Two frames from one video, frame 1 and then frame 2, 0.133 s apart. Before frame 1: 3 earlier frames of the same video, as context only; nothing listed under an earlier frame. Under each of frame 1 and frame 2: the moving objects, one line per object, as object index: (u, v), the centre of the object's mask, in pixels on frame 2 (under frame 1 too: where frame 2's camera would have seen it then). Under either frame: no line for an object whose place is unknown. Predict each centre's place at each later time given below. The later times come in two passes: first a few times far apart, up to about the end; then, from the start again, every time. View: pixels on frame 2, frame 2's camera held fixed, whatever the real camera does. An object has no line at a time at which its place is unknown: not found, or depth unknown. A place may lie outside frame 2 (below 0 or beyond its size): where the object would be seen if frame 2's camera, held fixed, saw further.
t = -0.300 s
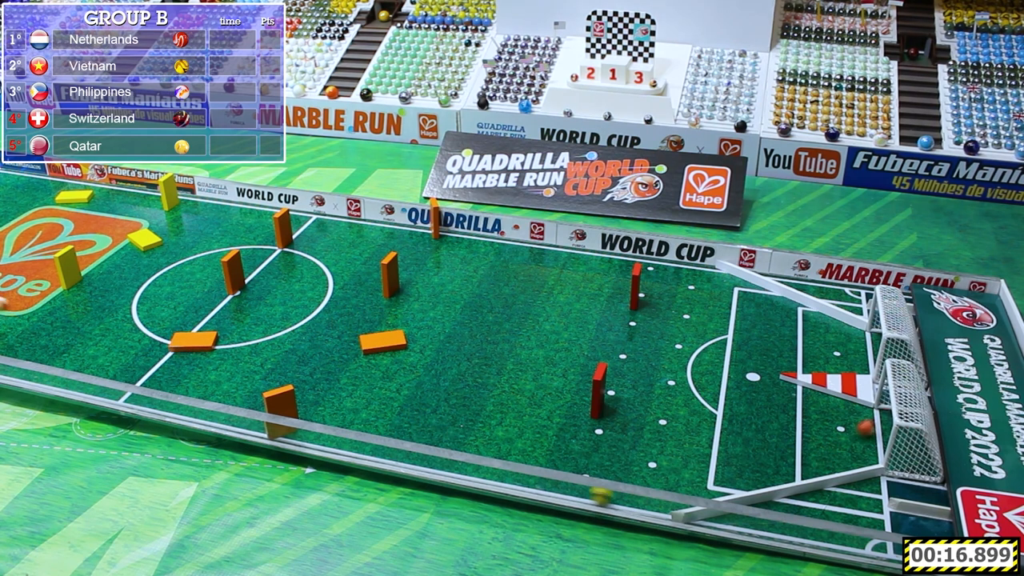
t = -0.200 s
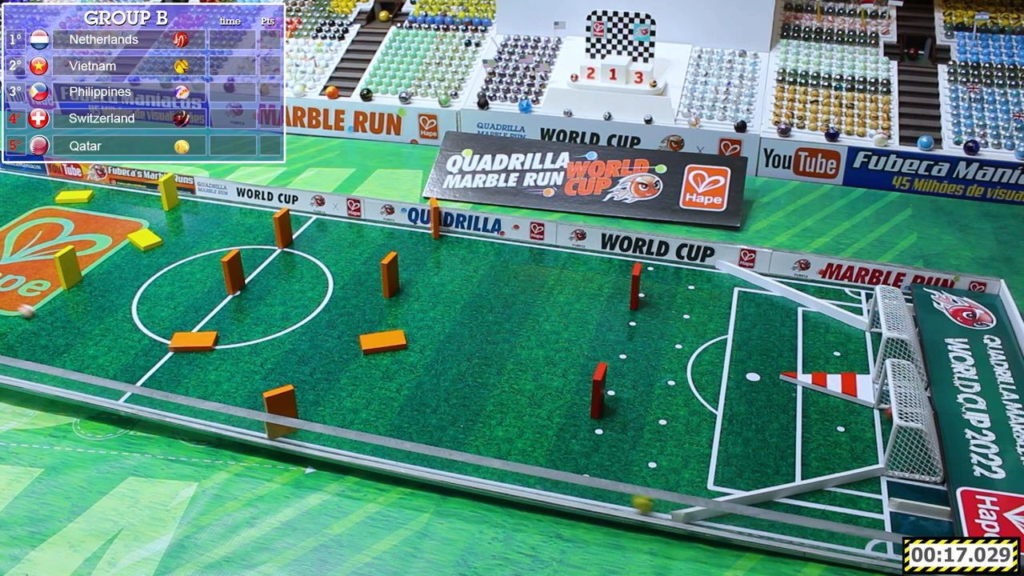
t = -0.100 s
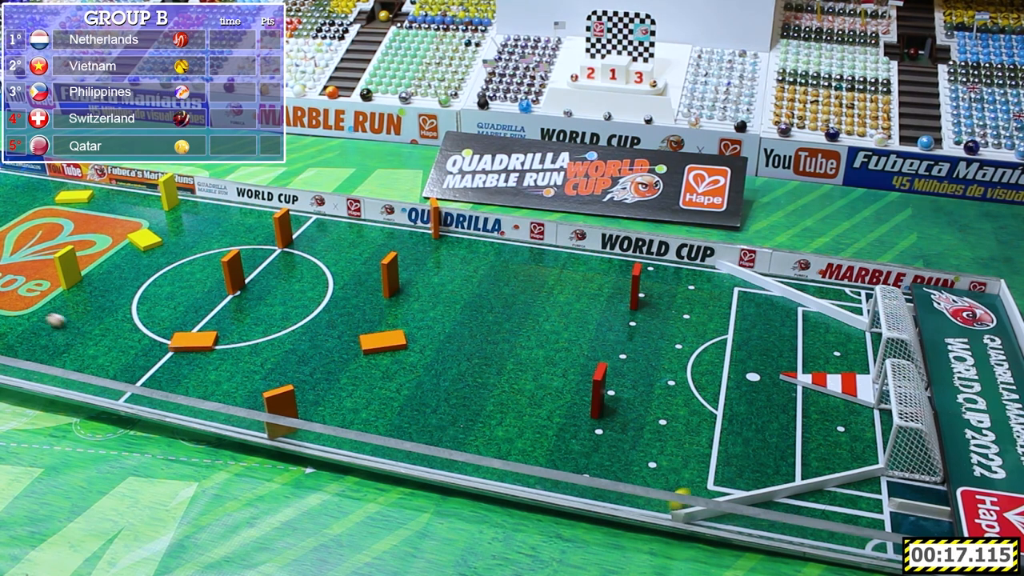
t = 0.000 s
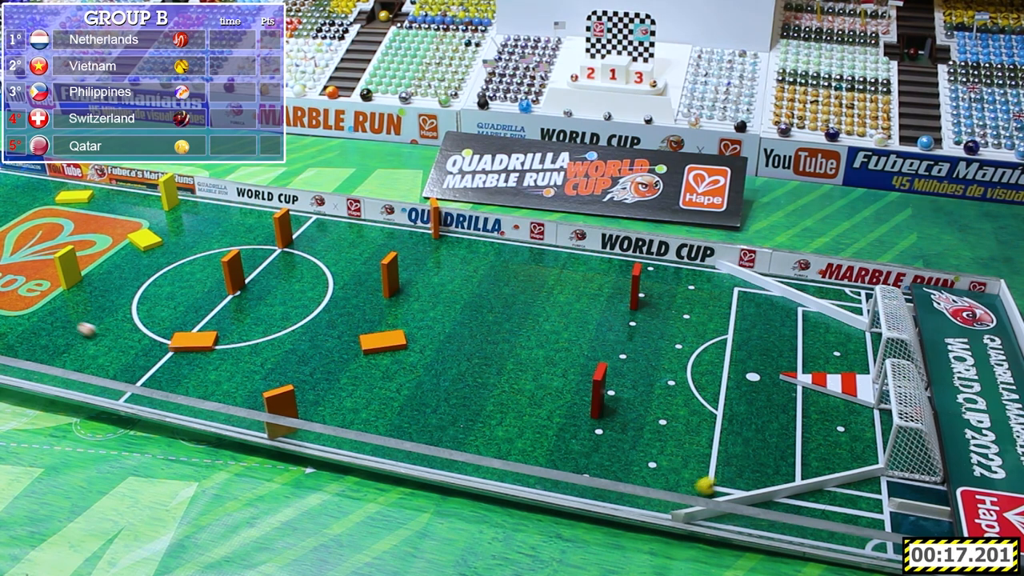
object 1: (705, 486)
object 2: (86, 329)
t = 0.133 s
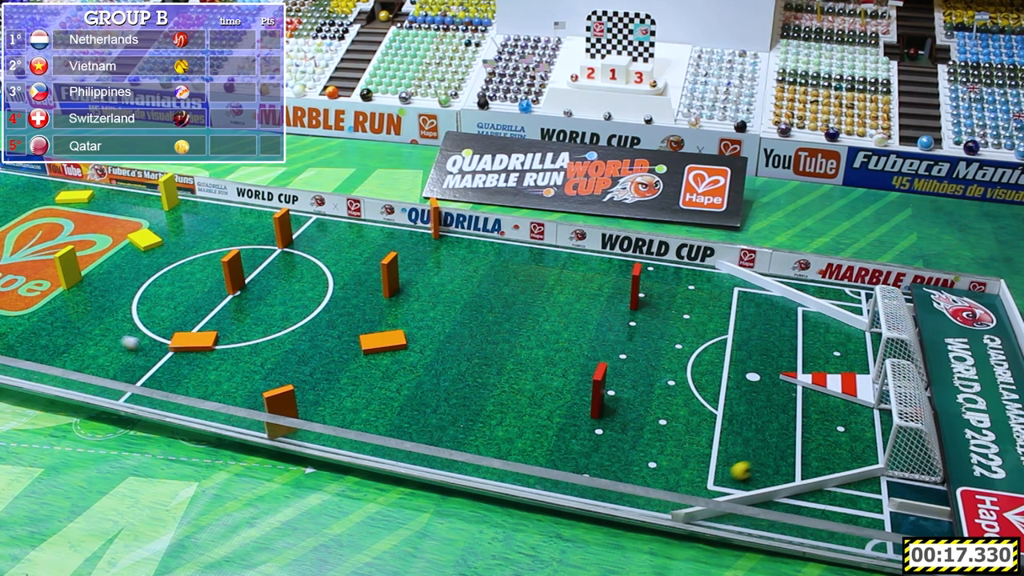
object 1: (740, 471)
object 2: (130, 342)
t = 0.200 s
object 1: (758, 463)
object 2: (154, 349)
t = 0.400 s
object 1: (808, 444)
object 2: (228, 371)
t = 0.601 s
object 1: (855, 427)
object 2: (309, 394)
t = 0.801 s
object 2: (400, 418)
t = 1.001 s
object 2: (499, 444)
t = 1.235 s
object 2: (624, 475)
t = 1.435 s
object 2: (719, 482)
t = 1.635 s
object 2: (767, 446)
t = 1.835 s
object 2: (813, 414)
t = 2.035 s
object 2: (848, 409)
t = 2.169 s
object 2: (864, 423)
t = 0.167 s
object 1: (749, 467)
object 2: (142, 346)
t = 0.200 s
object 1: (758, 463)
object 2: (154, 349)
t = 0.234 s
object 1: (766, 460)
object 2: (165, 352)
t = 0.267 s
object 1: (774, 456)
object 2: (179, 356)
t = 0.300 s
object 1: (783, 454)
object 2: (189, 360)
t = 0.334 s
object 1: (790, 451)
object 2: (202, 364)
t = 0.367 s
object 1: (799, 447)
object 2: (215, 367)
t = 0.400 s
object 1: (808, 444)
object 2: (228, 371)
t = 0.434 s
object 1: (816, 442)
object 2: (241, 375)
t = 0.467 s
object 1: (824, 438)
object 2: (254, 378)
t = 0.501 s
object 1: (832, 436)
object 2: (267, 382)
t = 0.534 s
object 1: (840, 433)
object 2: (279, 383)
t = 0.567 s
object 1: (848, 430)
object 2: (299, 389)
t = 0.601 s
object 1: (855, 427)
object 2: (309, 394)
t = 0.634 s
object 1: (864, 424)
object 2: (324, 398)
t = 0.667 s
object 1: (870, 422)
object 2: (339, 401)
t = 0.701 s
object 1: (879, 418)
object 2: (353, 406)
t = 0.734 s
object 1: (886, 416)
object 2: (369, 410)
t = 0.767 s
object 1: (888, 414)
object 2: (384, 414)
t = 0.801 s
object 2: (400, 418)
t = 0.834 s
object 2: (416, 422)
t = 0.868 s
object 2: (432, 426)
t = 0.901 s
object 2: (449, 431)
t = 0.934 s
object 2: (465, 435)
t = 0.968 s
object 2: (482, 439)
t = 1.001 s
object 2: (499, 444)
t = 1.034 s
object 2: (517, 448)
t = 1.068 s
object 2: (534, 453)
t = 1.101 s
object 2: (552, 457)
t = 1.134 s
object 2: (570, 462)
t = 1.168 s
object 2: (587, 466)
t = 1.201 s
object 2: (606, 470)
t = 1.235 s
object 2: (624, 475)
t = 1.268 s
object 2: (642, 479)
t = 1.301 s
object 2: (662, 483)
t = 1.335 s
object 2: (681, 488)
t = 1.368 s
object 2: (699, 492)
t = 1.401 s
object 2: (710, 490)
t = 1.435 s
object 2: (719, 482)
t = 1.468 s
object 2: (726, 477)
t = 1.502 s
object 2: (735, 470)
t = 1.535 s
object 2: (743, 464)
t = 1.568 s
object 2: (752, 458)
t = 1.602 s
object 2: (759, 452)
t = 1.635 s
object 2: (767, 446)
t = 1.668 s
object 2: (775, 440)
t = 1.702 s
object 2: (783, 435)
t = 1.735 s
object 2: (789, 430)
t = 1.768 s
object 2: (797, 425)
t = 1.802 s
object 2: (807, 419)
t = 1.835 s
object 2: (813, 414)
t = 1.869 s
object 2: (820, 410)
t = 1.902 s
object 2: (827, 405)
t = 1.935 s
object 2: (835, 401)
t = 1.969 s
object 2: (843, 400)
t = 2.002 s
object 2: (845, 404)
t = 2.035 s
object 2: (848, 409)
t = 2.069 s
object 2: (852, 412)
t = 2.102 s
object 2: (856, 416)
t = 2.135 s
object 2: (860, 420)
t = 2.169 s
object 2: (864, 423)
